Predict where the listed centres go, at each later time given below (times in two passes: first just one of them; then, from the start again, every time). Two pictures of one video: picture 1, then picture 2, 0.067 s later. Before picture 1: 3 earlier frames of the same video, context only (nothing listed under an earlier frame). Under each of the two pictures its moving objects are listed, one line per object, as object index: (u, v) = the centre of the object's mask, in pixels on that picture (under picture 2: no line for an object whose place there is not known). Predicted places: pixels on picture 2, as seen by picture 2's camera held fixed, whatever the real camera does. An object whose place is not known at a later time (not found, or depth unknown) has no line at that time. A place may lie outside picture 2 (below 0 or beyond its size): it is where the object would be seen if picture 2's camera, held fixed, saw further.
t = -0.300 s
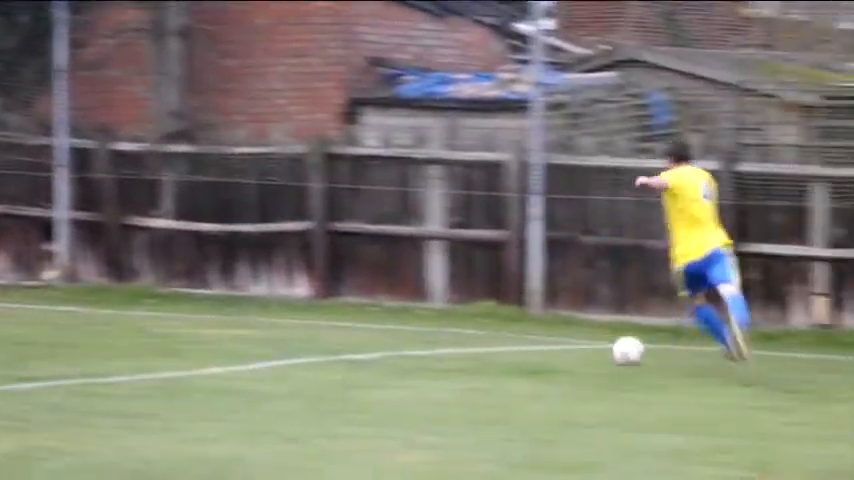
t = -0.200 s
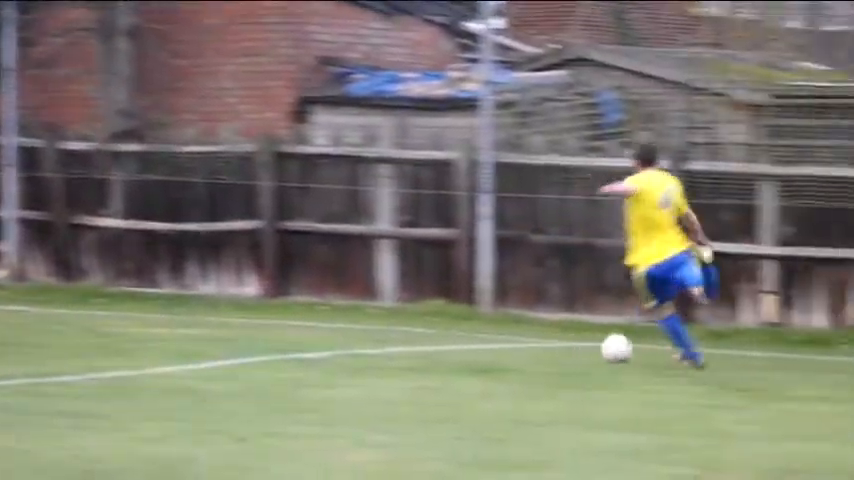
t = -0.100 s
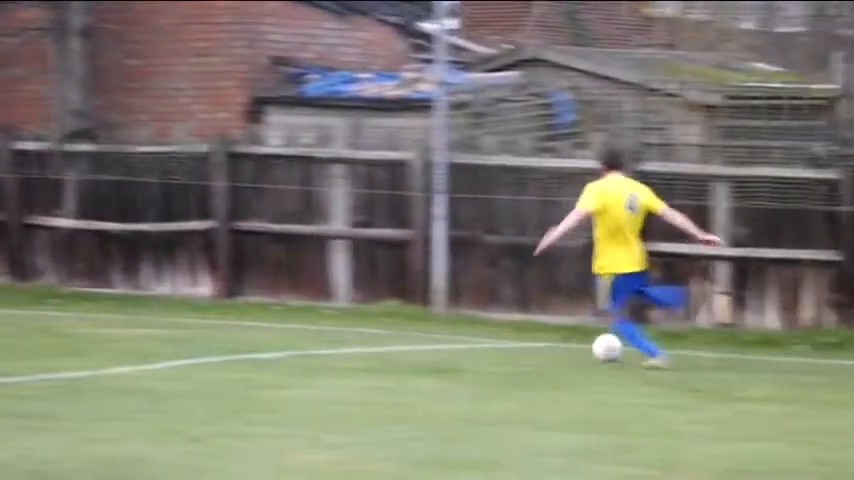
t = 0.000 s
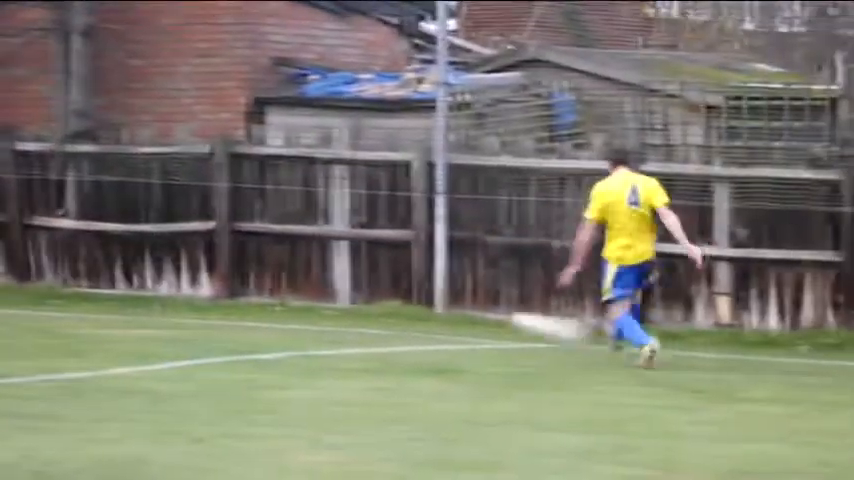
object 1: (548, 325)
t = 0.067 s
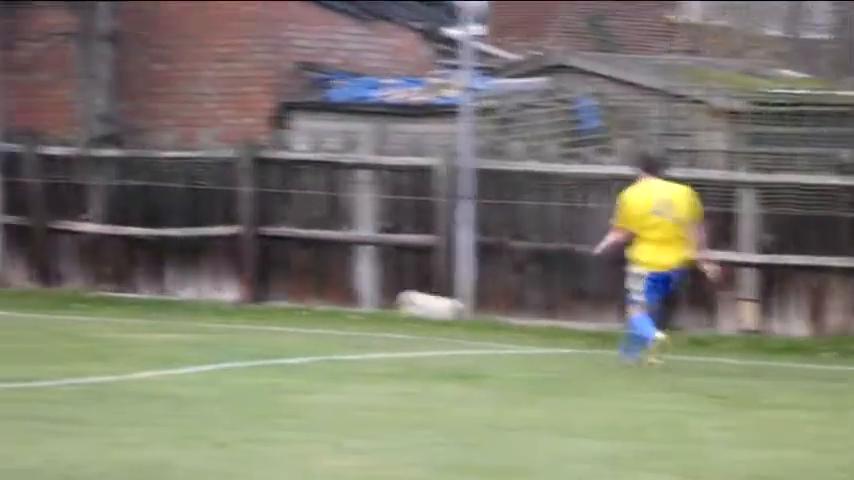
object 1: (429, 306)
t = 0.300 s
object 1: (-9, 256)
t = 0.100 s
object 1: (361, 295)
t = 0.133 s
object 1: (292, 286)
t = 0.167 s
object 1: (229, 279)
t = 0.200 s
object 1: (161, 269)
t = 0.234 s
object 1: (97, 264)
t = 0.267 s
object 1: (49, 260)
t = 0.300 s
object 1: (-9, 256)
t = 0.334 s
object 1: (-60, 253)
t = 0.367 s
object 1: (-82, 253)
